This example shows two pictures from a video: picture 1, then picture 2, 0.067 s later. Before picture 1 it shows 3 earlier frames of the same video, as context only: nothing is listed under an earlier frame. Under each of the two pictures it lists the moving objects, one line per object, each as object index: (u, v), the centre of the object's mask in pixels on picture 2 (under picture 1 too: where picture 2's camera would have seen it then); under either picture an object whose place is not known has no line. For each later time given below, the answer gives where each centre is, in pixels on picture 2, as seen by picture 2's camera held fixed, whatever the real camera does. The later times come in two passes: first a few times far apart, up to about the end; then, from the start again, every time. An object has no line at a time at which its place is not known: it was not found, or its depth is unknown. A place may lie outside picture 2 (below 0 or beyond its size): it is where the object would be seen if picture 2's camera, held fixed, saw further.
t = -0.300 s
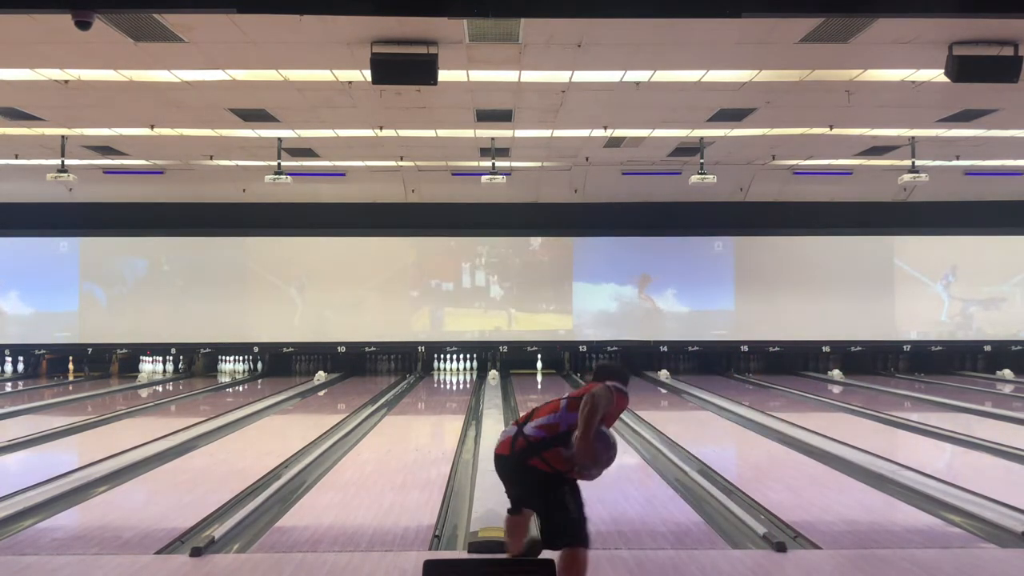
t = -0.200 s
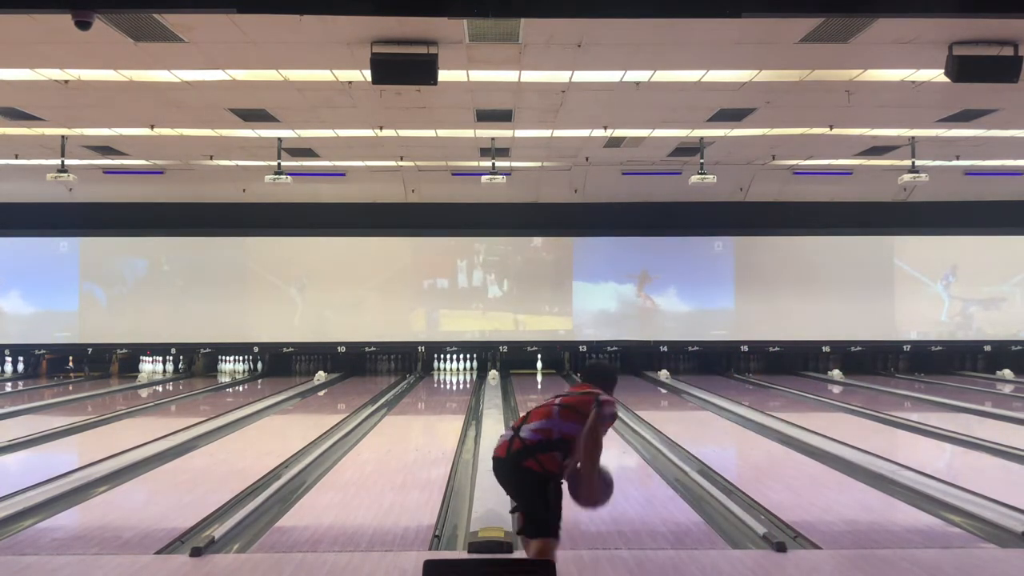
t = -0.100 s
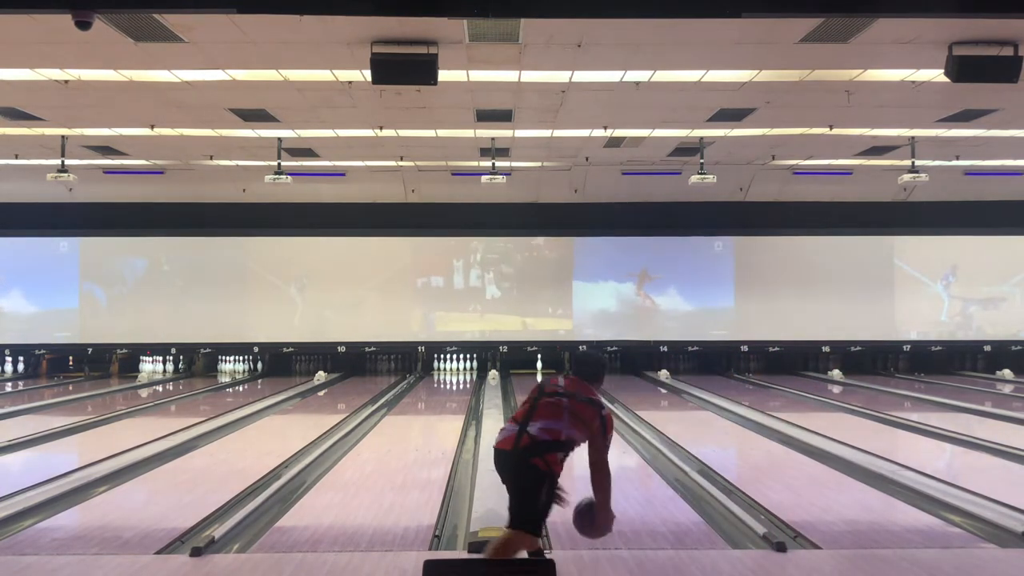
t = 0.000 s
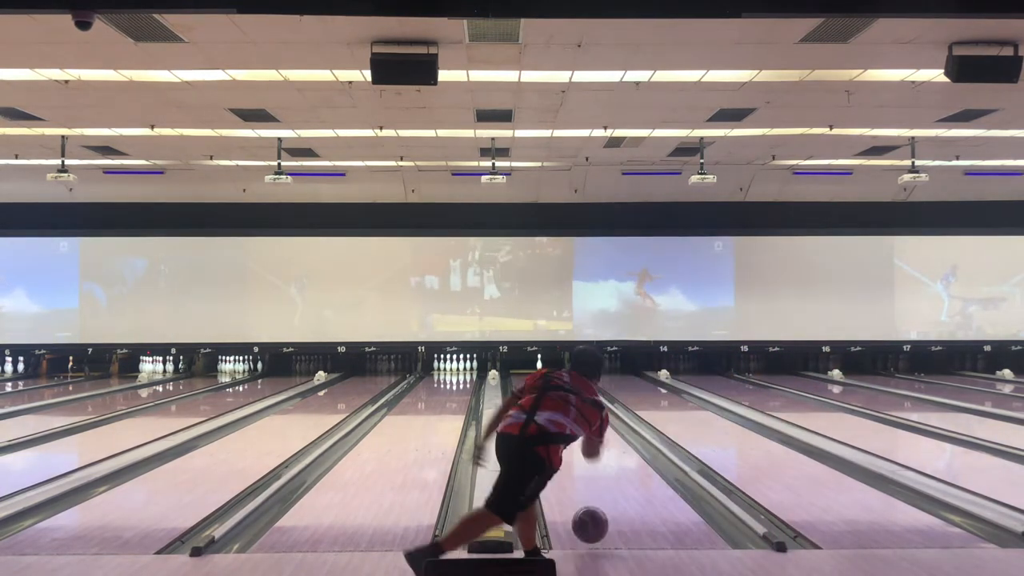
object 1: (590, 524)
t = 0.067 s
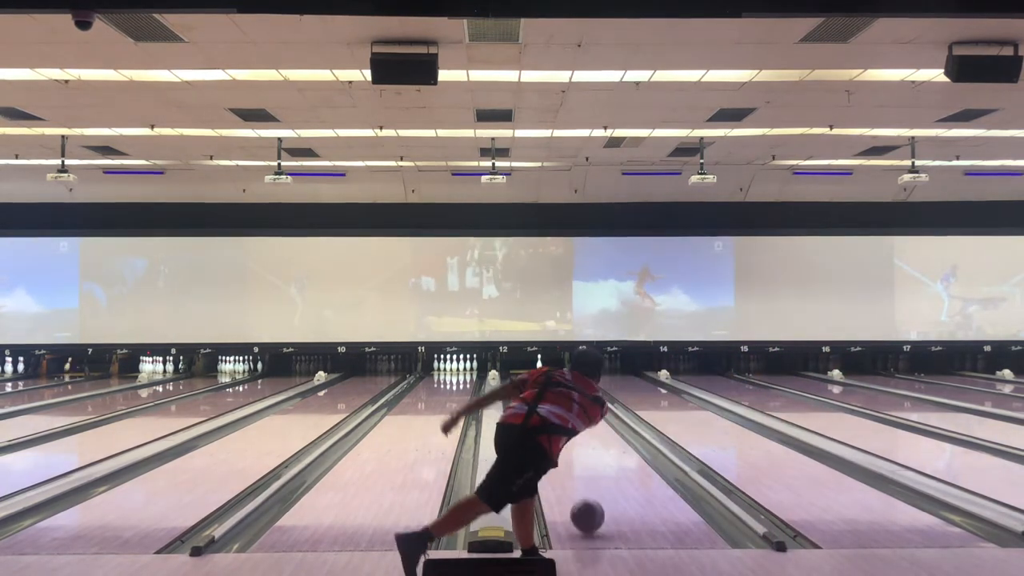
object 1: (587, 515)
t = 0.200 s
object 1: (583, 493)
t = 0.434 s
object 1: (576, 462)
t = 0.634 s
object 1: (570, 442)
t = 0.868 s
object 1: (568, 426)
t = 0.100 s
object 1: (586, 509)
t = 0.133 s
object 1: (585, 504)
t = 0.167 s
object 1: (584, 498)
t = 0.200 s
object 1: (583, 493)
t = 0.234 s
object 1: (582, 488)
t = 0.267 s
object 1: (581, 482)
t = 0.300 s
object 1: (580, 478)
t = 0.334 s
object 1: (579, 474)
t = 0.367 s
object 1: (578, 470)
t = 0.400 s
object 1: (577, 466)
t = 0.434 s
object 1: (576, 462)
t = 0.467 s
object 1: (576, 458)
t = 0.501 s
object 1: (575, 454)
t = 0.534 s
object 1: (574, 451)
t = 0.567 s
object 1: (573, 448)
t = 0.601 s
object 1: (571, 445)
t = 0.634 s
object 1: (570, 442)
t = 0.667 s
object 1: (569, 440)
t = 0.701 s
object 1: (568, 436)
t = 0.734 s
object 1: (567, 434)
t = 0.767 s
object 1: (567, 432)
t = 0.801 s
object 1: (567, 430)
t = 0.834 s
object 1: (567, 428)
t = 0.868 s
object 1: (568, 426)
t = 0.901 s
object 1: (568, 424)
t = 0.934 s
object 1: (568, 422)
